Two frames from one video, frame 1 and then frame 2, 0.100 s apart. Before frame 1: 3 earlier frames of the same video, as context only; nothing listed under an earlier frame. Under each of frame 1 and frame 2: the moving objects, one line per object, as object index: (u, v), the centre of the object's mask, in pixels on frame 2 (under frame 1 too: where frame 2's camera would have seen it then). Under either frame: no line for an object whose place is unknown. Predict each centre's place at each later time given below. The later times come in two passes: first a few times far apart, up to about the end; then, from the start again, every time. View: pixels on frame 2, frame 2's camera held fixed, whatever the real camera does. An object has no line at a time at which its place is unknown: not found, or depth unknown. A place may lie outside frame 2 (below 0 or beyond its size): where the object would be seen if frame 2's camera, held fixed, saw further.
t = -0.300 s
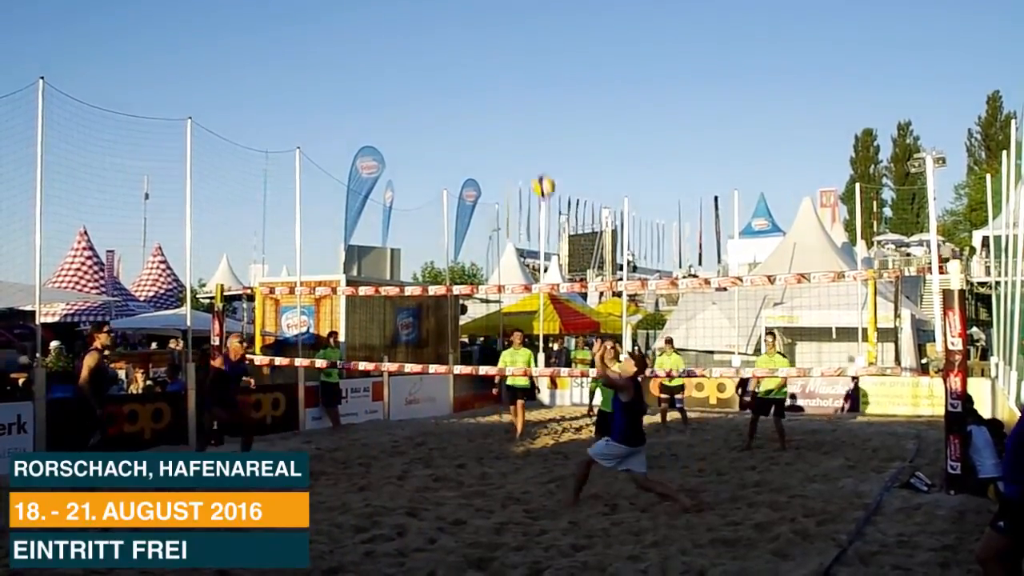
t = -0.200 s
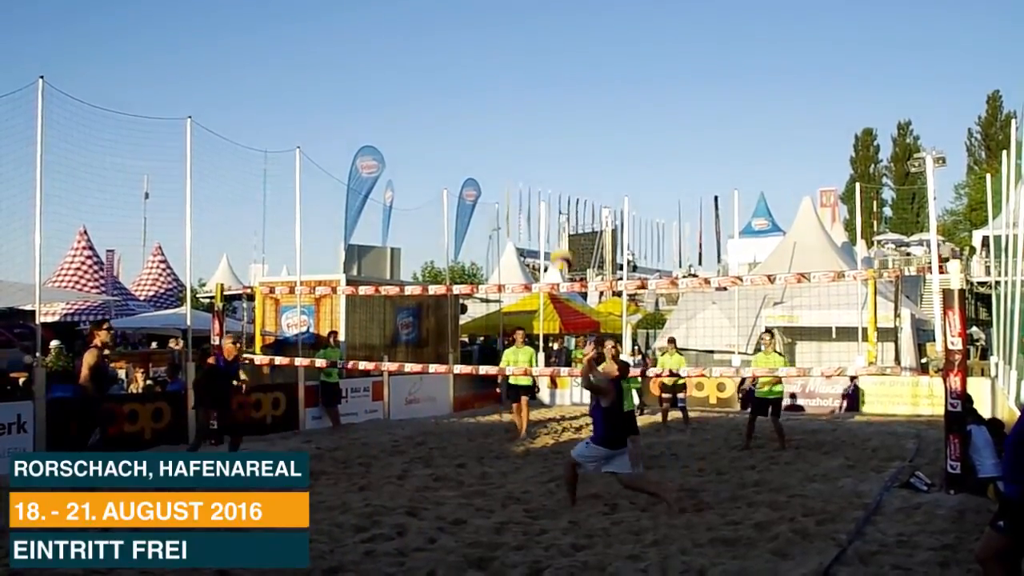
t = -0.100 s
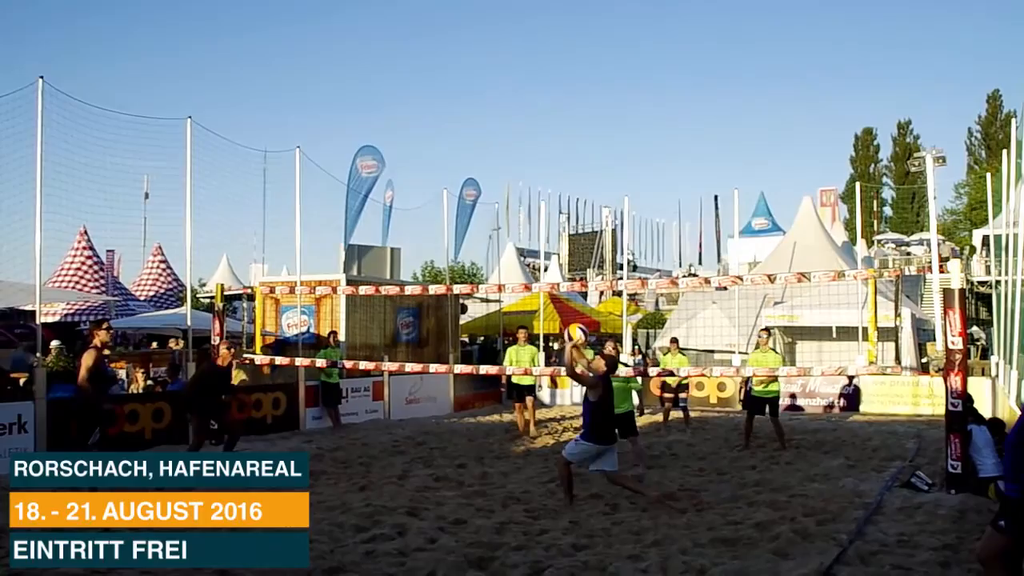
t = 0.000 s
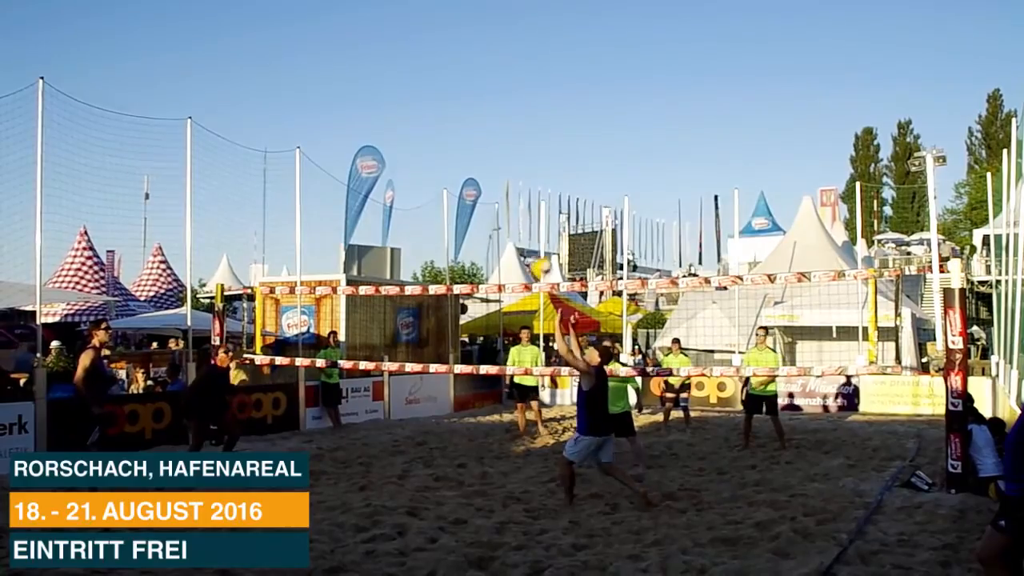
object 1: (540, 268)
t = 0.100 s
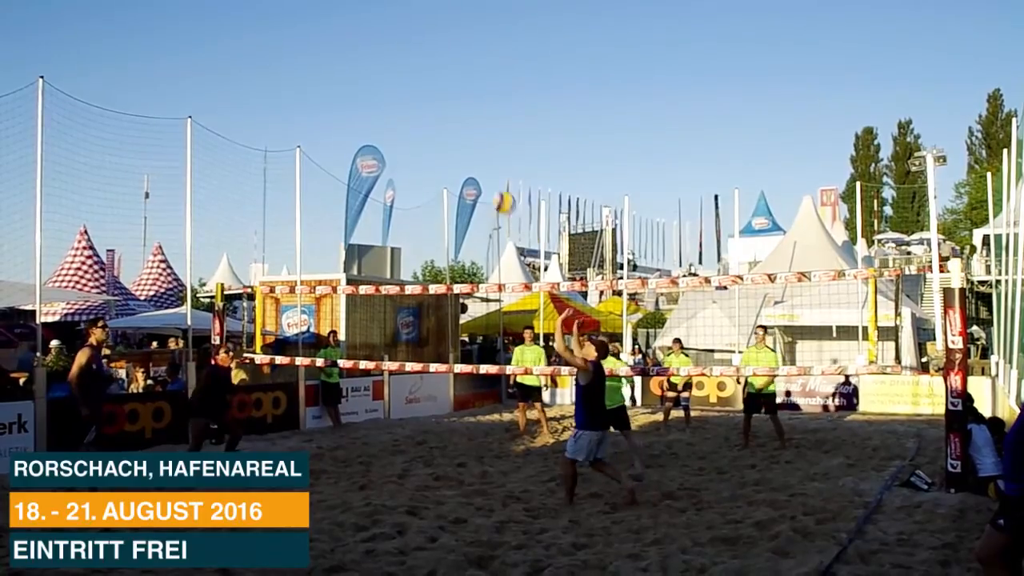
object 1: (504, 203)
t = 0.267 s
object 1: (442, 119)
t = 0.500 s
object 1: (357, 53)
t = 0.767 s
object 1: (256, 46)
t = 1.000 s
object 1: (169, 108)
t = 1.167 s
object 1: (107, 192)
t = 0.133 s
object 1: (491, 184)
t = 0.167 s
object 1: (479, 166)
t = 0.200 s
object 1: (467, 149)
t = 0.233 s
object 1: (455, 134)
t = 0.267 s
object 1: (442, 119)
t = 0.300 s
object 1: (430, 106)
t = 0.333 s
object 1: (417, 94)
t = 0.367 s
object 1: (406, 83)
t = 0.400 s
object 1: (393, 74)
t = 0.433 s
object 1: (381, 65)
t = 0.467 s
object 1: (369, 58)
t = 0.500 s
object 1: (357, 53)
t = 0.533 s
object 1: (344, 47)
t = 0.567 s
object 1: (332, 44)
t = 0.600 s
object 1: (319, 41)
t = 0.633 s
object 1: (307, 40)
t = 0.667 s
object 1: (295, 40)
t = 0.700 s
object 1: (282, 41)
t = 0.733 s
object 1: (270, 43)
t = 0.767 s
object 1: (256, 46)
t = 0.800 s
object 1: (244, 51)
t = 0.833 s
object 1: (232, 57)
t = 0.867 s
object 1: (219, 65)
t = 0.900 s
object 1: (206, 74)
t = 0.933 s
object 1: (194, 84)
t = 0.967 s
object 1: (182, 95)
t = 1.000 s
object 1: (169, 108)
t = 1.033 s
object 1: (157, 121)
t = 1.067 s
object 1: (144, 137)
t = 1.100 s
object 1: (132, 154)
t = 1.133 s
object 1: (119, 172)
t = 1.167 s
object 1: (107, 192)
